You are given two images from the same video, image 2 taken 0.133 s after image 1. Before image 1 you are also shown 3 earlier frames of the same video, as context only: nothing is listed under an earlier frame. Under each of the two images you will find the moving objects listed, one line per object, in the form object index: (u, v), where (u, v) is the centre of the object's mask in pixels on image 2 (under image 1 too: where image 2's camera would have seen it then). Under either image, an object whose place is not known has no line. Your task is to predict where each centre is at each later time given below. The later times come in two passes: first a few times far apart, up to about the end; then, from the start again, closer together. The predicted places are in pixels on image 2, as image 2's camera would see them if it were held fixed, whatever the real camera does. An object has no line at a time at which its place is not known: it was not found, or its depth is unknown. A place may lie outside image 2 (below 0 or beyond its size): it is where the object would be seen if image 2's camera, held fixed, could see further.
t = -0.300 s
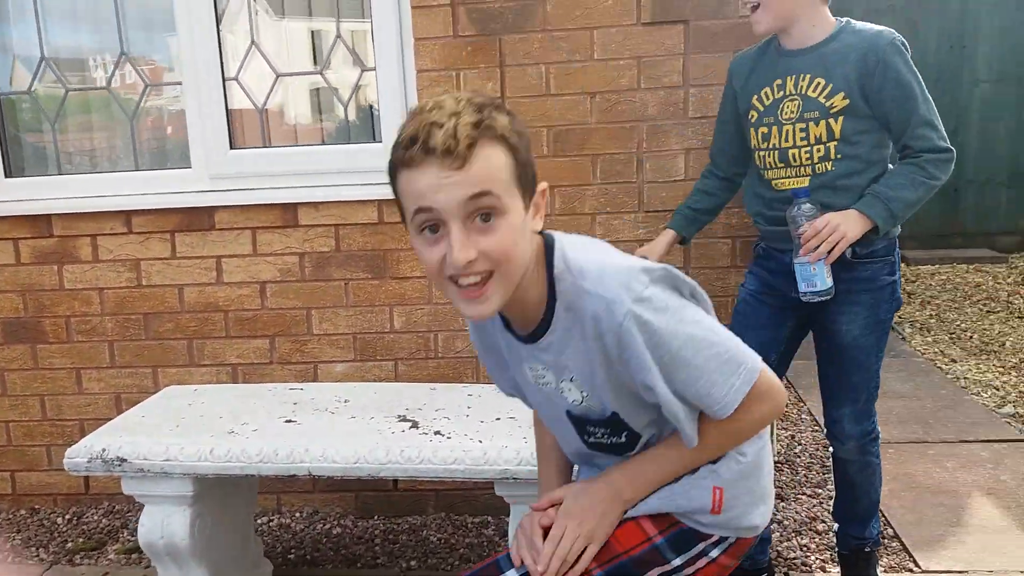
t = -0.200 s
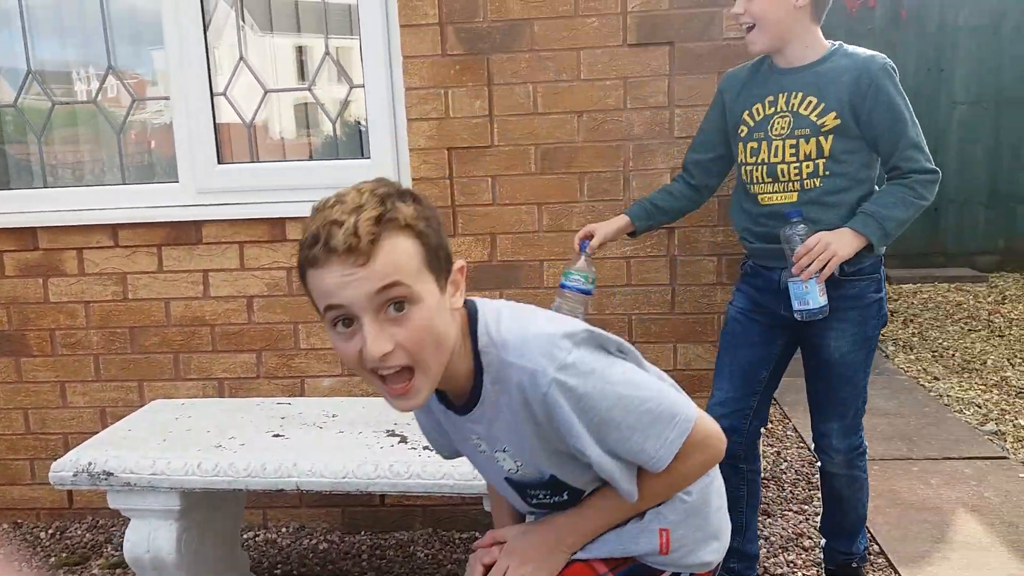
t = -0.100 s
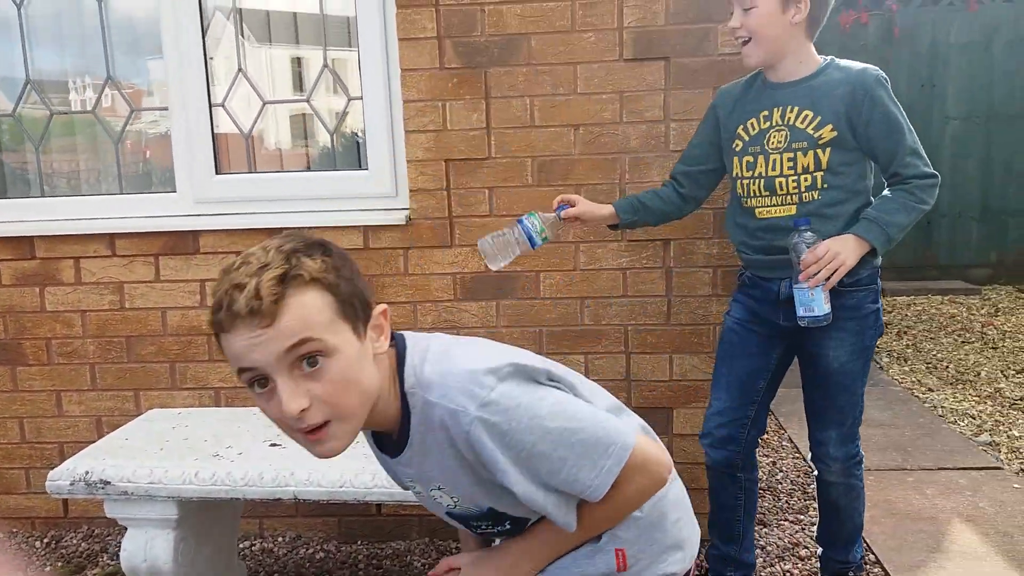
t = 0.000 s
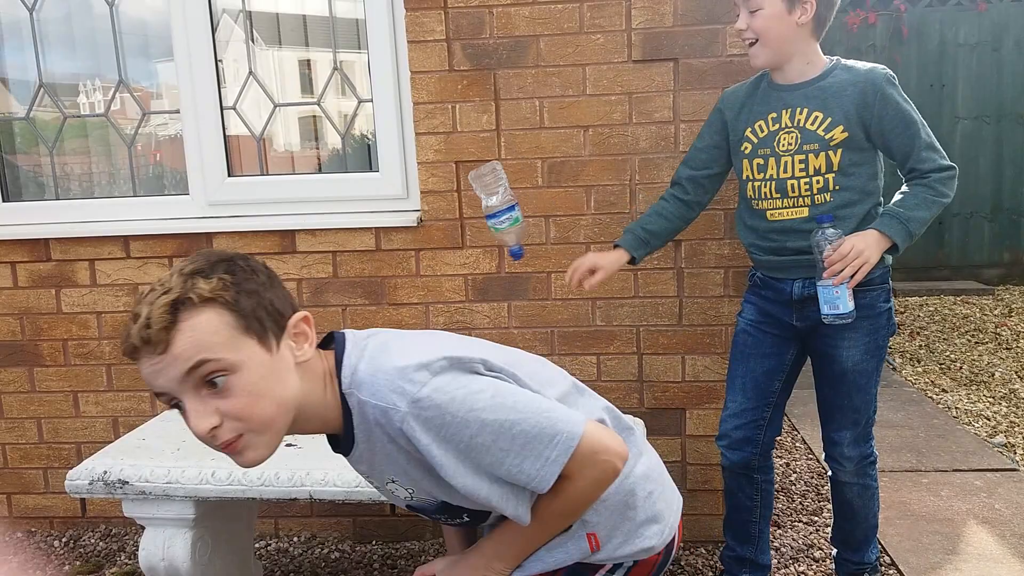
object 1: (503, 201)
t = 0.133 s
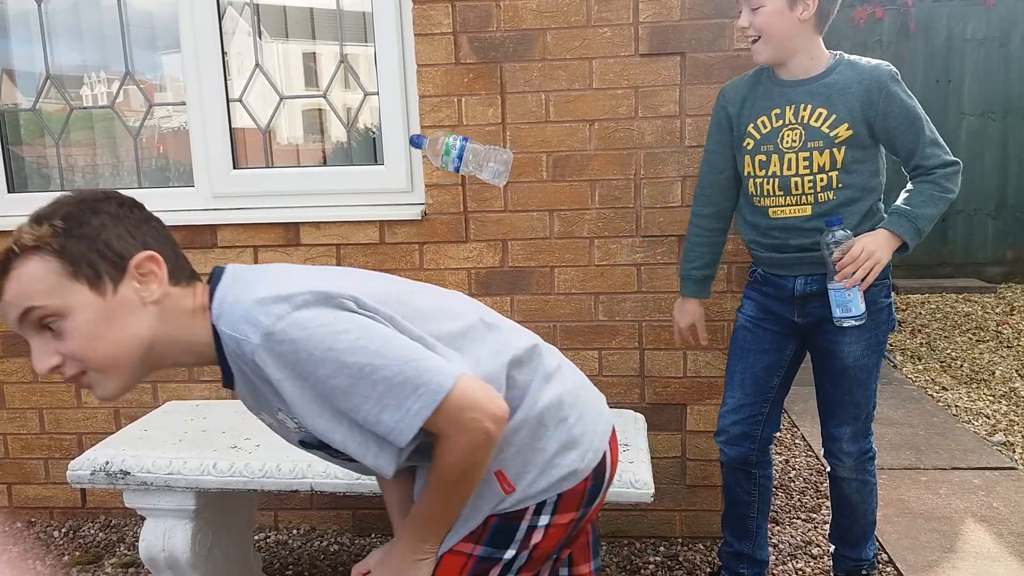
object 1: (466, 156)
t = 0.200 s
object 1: (468, 170)
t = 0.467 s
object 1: (488, 395)
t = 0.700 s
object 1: (497, 400)
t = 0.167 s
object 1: (467, 159)
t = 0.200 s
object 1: (468, 170)
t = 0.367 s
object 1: (480, 324)
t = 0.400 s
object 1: (483, 372)
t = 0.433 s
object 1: (488, 397)
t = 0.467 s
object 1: (488, 395)
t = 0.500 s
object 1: (491, 394)
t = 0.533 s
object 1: (494, 396)
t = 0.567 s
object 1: (496, 399)
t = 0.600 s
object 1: (497, 399)
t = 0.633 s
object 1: (497, 400)
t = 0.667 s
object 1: (498, 400)
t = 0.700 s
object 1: (497, 400)
